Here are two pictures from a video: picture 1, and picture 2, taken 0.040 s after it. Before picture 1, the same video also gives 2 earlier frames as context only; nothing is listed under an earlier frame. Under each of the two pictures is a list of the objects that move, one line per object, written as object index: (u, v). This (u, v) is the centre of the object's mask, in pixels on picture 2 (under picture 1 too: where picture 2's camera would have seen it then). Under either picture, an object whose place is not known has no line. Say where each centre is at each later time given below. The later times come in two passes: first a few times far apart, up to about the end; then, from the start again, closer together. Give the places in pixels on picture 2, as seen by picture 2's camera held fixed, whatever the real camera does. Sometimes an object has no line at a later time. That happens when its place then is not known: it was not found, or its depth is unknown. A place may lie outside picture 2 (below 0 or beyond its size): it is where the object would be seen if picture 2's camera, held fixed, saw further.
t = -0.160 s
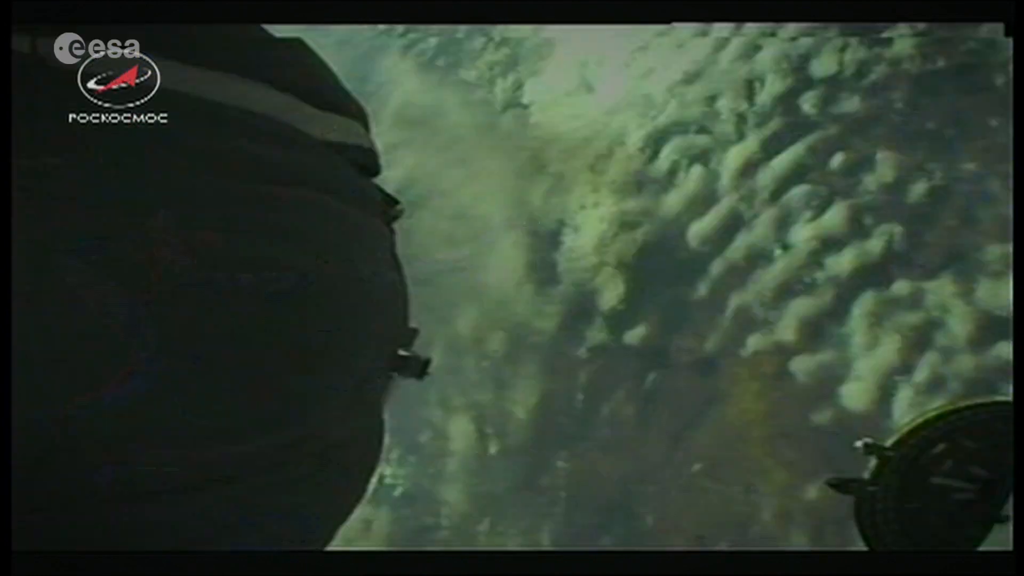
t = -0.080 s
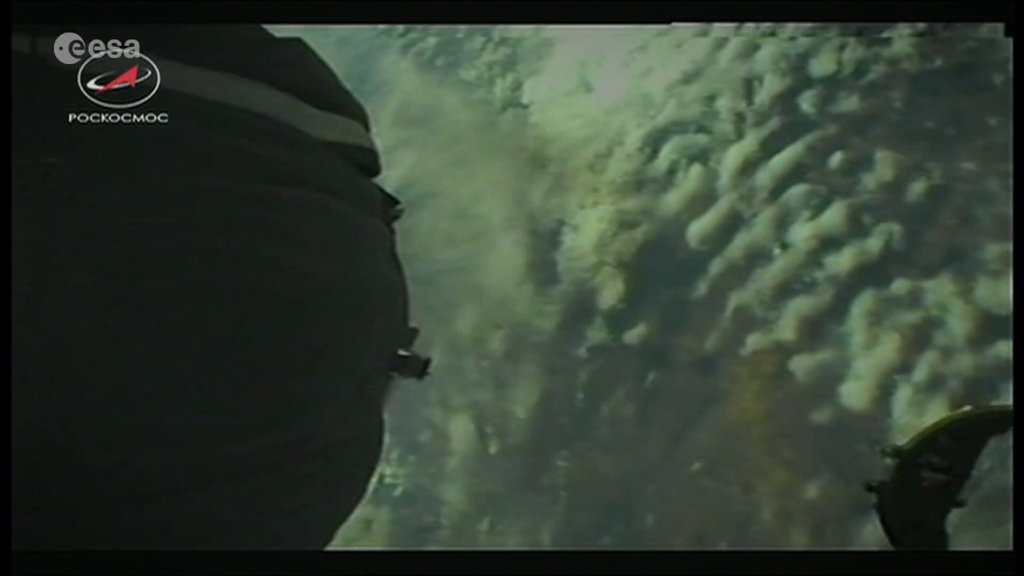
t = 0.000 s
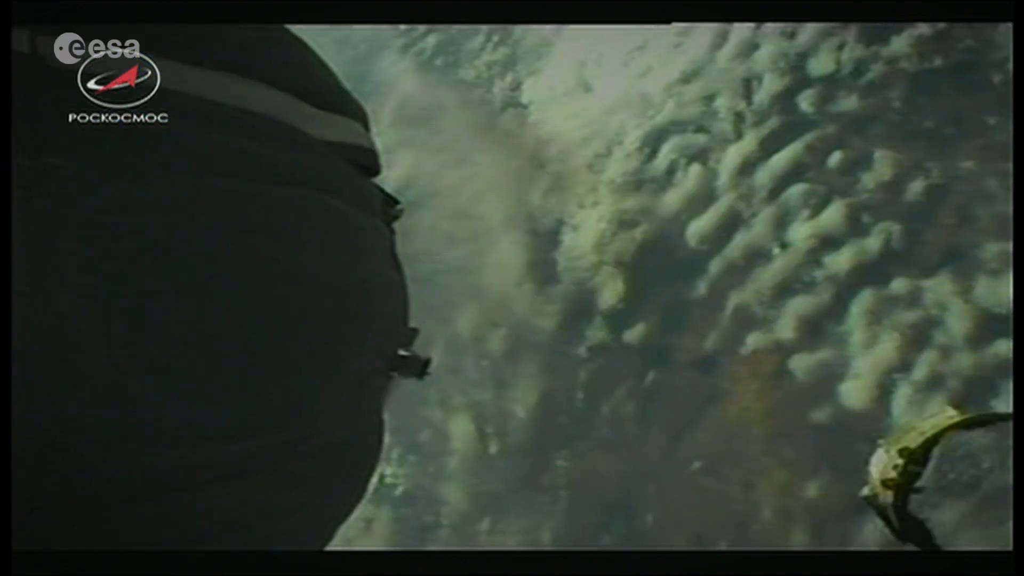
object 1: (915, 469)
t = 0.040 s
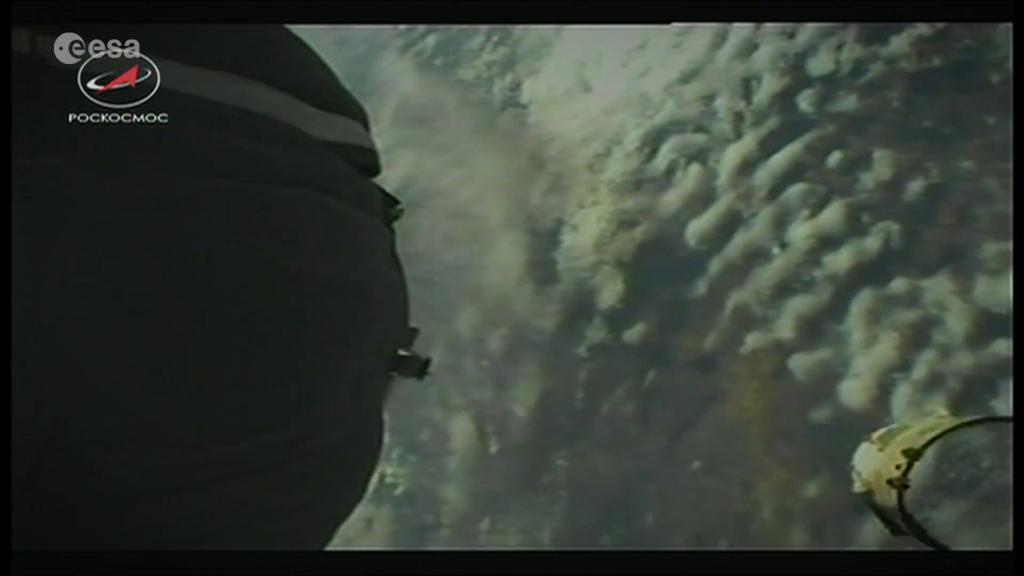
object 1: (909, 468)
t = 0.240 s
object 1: (870, 454)
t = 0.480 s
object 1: (827, 442)
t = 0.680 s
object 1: (773, 427)
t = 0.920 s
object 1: (729, 414)
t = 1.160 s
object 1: (690, 405)
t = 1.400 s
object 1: (658, 397)
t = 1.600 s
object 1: (636, 391)
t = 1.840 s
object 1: (614, 383)
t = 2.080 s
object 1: (593, 381)
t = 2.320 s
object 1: (576, 375)
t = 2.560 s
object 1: (565, 371)
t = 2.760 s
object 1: (553, 368)
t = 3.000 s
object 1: (542, 366)
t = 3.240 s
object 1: (534, 365)
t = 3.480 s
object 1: (524, 362)
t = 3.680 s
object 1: (520, 362)
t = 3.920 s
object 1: (513, 361)
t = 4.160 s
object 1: (509, 359)
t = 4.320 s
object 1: (505, 359)
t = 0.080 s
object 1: (903, 464)
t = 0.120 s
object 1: (896, 461)
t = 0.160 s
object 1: (889, 459)
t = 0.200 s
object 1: (874, 456)
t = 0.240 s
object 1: (870, 454)
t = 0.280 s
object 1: (861, 452)
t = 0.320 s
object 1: (853, 450)
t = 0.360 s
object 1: (847, 448)
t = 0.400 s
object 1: (840, 446)
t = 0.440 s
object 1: (832, 444)
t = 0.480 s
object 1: (827, 442)
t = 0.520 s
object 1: (821, 440)
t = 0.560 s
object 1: (814, 438)
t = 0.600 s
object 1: (806, 435)
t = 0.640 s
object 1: (782, 429)
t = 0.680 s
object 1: (773, 427)
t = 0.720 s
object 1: (763, 424)
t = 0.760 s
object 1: (755, 422)
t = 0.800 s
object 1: (749, 420)
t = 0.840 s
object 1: (741, 418)
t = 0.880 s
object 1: (736, 416)
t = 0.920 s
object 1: (729, 414)
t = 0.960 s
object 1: (720, 413)
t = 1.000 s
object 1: (712, 411)
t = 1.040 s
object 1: (706, 409)
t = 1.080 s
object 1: (701, 408)
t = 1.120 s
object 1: (696, 407)
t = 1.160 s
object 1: (690, 405)
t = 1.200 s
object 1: (684, 403)
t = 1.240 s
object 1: (678, 402)
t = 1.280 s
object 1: (674, 400)
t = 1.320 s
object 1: (668, 399)
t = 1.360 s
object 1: (663, 397)
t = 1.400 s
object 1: (658, 397)
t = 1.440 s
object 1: (654, 395)
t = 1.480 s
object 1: (650, 394)
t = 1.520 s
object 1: (646, 393)
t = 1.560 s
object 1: (640, 392)
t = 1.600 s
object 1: (636, 391)
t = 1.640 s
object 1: (631, 390)
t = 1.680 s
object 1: (628, 388)
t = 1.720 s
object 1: (625, 387)
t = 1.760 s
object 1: (625, 386)
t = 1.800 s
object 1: (617, 384)
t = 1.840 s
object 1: (614, 383)
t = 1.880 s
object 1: (605, 383)
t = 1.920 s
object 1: (603, 383)
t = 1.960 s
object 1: (600, 382)
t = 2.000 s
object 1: (597, 382)
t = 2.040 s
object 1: (595, 382)
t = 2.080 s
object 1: (593, 381)
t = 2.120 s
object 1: (589, 379)
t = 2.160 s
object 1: (585, 377)
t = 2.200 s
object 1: (584, 378)
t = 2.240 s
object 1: (581, 377)
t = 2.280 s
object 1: (579, 375)
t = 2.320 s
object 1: (576, 375)
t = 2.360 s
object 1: (574, 374)
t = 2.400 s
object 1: (571, 373)
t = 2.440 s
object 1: (569, 372)
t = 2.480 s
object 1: (566, 372)
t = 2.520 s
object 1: (566, 371)
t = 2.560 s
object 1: (565, 371)
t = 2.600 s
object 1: (561, 370)
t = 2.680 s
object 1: (557, 369)
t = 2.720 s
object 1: (554, 368)
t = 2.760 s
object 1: (553, 368)
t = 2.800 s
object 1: (551, 367)
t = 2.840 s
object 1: (550, 367)
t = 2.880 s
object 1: (549, 367)
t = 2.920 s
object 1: (547, 367)
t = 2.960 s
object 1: (544, 366)
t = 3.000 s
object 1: (542, 366)
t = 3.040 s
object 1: (540, 366)
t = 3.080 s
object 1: (539, 366)
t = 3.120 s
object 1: (538, 366)
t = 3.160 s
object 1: (537, 366)
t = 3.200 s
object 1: (536, 365)
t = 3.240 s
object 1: (534, 365)
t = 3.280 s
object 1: (534, 365)
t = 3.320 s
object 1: (533, 364)
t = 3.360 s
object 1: (532, 364)
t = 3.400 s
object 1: (528, 363)
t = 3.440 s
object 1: (527, 363)
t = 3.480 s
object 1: (524, 362)
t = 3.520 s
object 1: (523, 362)
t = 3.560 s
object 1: (523, 362)
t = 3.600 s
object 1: (522, 362)
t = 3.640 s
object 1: (521, 362)
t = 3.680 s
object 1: (520, 362)
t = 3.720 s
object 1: (519, 362)
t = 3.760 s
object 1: (518, 362)
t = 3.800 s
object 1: (516, 362)
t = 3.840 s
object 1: (515, 362)
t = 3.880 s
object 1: (514, 362)
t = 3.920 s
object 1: (513, 361)
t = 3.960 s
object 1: (512, 360)
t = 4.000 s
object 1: (511, 359)
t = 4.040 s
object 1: (511, 359)
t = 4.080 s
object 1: (510, 359)
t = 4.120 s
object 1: (510, 359)
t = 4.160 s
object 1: (509, 359)
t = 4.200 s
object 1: (508, 359)
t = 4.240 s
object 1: (507, 359)
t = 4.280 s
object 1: (506, 359)
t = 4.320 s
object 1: (505, 359)
